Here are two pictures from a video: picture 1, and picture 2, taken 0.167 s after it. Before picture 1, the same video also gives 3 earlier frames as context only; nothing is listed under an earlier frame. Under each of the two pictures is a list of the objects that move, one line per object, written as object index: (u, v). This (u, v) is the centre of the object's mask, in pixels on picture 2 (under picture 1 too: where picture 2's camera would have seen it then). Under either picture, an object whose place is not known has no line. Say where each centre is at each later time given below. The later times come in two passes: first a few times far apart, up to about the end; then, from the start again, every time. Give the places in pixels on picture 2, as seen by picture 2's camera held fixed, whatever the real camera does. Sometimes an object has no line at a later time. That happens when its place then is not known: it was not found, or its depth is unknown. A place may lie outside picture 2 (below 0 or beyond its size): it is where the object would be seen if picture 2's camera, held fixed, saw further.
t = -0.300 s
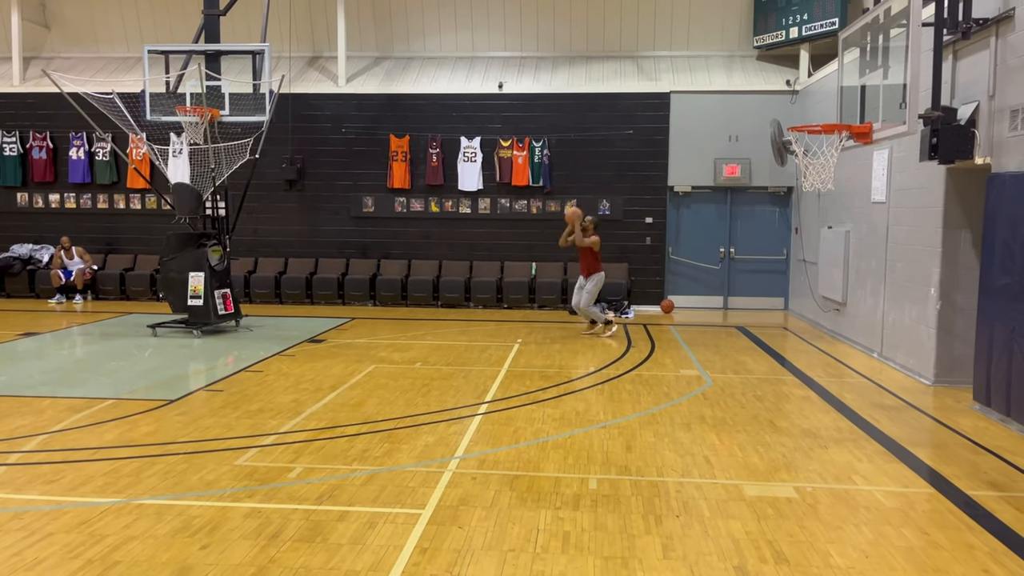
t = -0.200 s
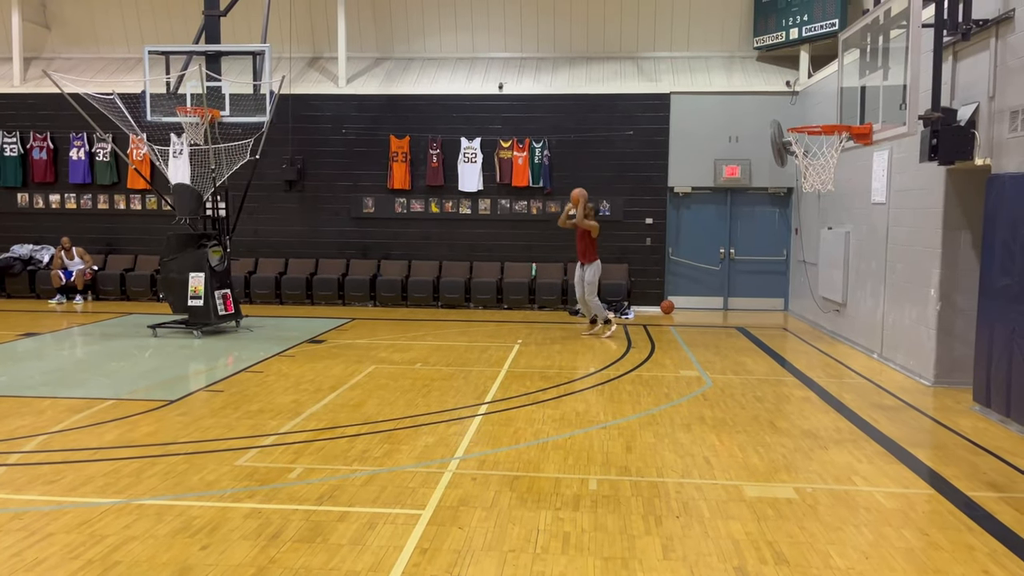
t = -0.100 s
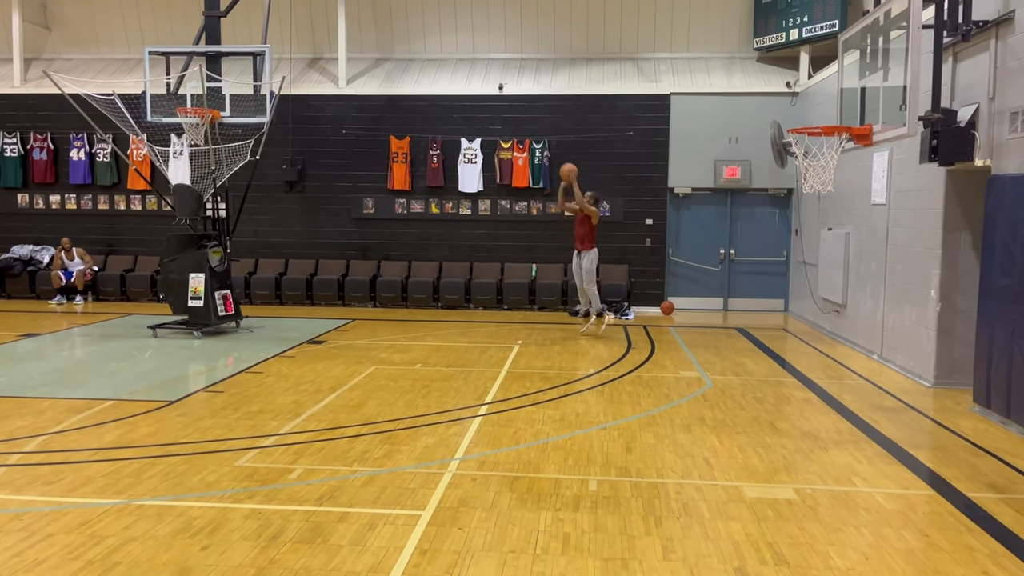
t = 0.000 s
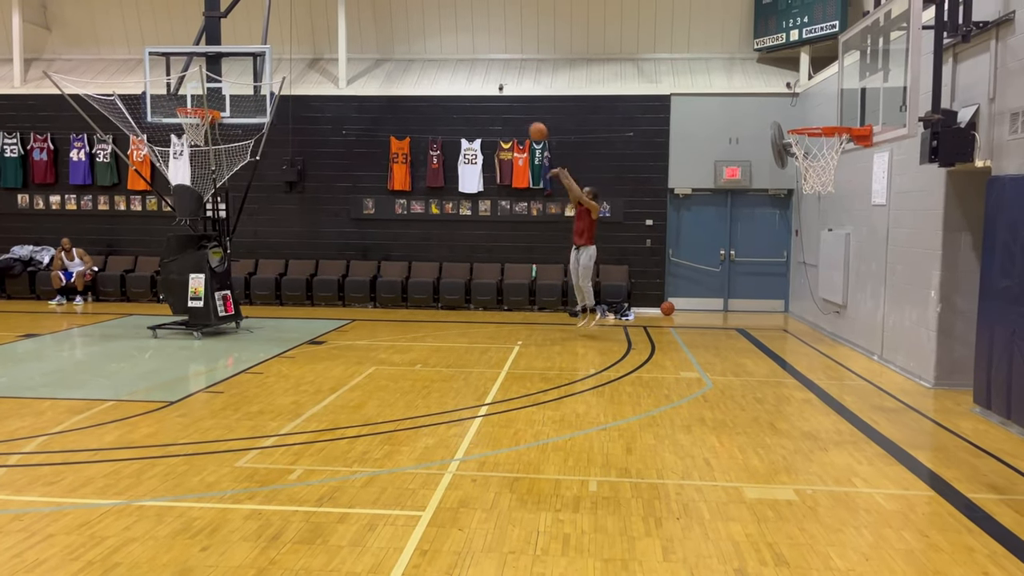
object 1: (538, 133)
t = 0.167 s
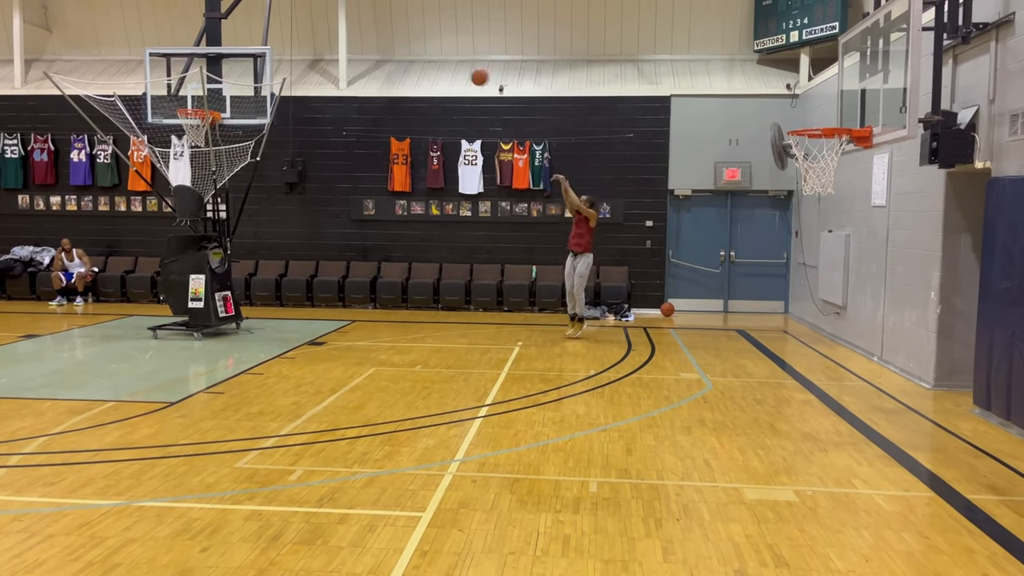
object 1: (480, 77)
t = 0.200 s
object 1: (467, 68)
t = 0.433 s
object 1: (386, 29)
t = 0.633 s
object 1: (317, 29)
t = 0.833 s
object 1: (250, 58)
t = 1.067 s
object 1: (184, 118)
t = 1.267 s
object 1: (195, 148)
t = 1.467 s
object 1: (204, 180)
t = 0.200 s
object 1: (467, 68)
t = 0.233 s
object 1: (456, 60)
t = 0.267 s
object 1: (444, 53)
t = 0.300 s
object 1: (432, 47)
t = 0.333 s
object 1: (421, 41)
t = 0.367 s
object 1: (409, 36)
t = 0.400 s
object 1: (398, 33)
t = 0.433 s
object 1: (386, 29)
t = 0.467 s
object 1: (374, 27)
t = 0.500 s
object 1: (363, 26)
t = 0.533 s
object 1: (351, 26)
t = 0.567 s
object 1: (340, 26)
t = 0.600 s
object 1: (328, 27)
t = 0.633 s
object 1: (317, 29)
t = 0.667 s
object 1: (305, 32)
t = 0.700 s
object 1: (294, 35)
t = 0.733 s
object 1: (283, 40)
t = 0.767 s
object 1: (272, 45)
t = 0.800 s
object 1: (260, 51)
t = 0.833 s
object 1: (250, 58)
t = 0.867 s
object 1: (238, 65)
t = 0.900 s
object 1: (228, 73)
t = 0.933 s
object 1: (217, 83)
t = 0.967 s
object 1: (206, 93)
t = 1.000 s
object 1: (195, 102)
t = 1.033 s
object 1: (187, 111)
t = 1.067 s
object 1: (184, 118)
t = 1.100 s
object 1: (183, 126)
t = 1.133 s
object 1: (186, 131)
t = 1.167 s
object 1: (187, 134)
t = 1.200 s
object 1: (190, 139)
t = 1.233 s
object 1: (192, 143)
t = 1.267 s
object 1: (195, 148)
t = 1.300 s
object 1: (197, 155)
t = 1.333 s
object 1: (199, 162)
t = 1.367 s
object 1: (201, 168)
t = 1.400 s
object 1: (202, 173)
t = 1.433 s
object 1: (203, 179)
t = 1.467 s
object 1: (204, 180)
